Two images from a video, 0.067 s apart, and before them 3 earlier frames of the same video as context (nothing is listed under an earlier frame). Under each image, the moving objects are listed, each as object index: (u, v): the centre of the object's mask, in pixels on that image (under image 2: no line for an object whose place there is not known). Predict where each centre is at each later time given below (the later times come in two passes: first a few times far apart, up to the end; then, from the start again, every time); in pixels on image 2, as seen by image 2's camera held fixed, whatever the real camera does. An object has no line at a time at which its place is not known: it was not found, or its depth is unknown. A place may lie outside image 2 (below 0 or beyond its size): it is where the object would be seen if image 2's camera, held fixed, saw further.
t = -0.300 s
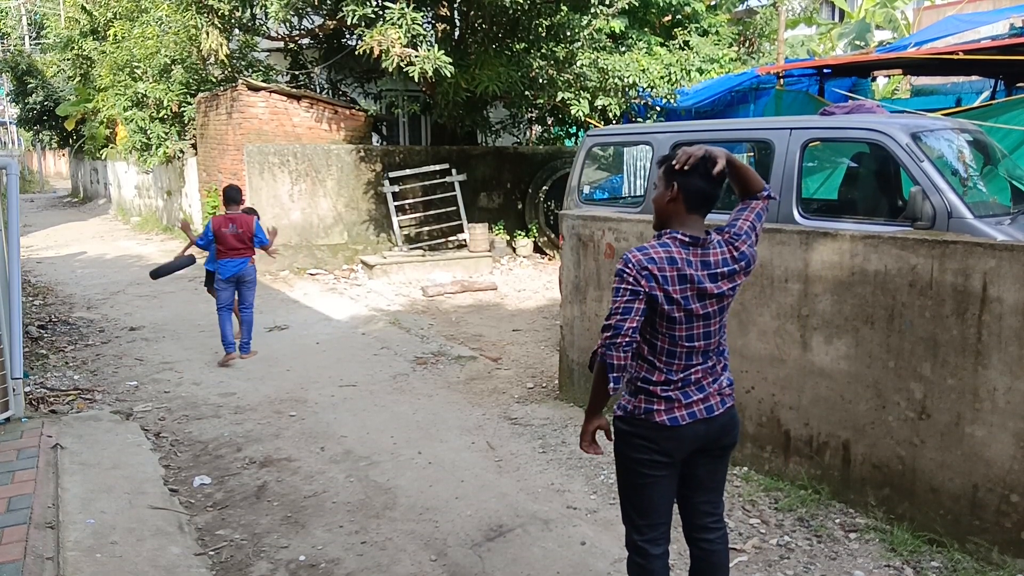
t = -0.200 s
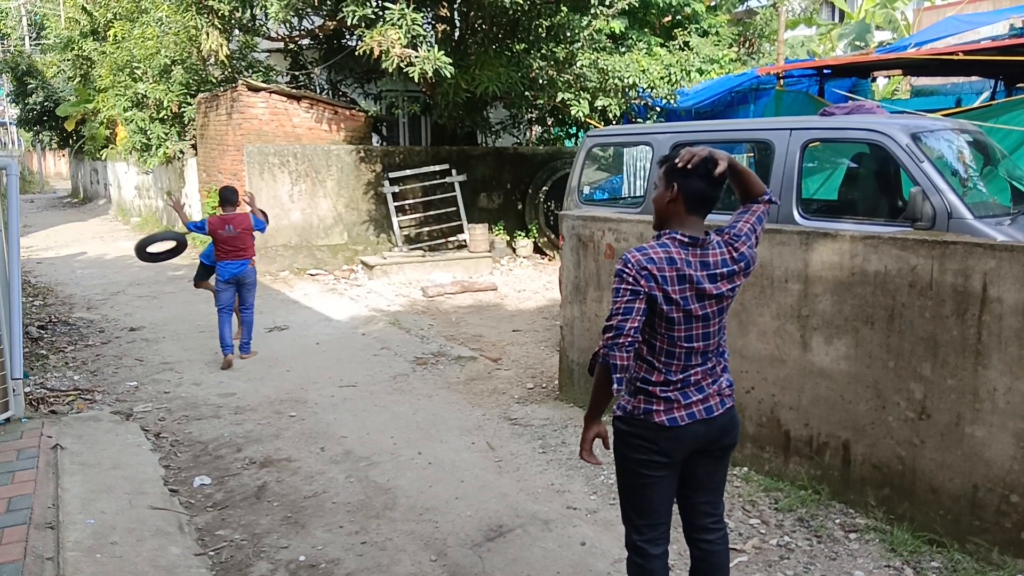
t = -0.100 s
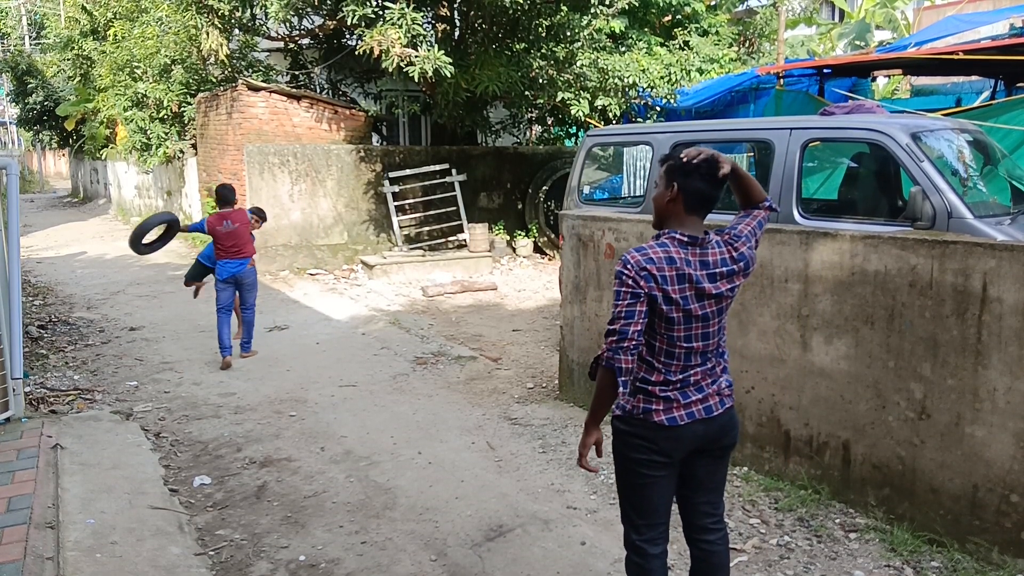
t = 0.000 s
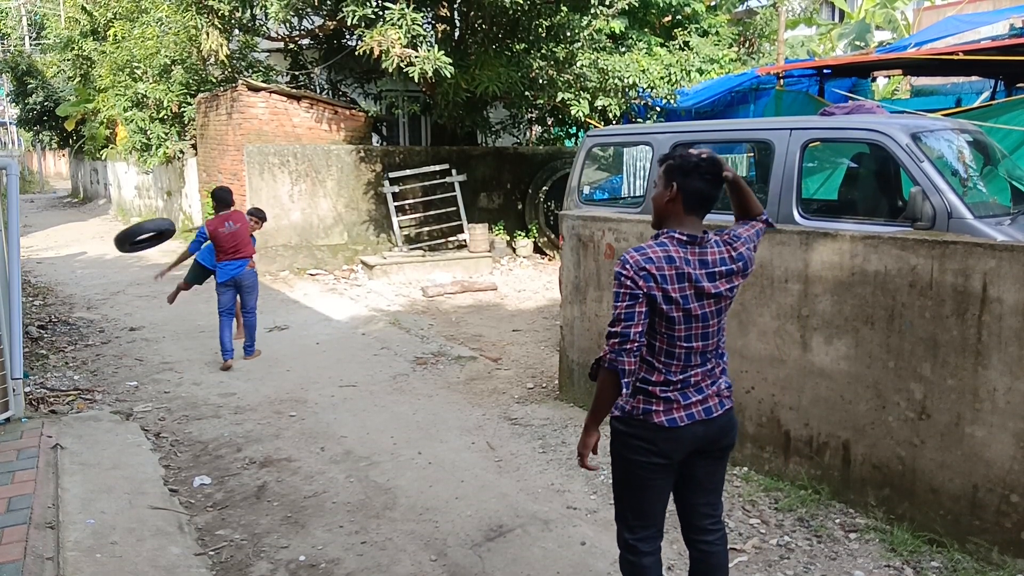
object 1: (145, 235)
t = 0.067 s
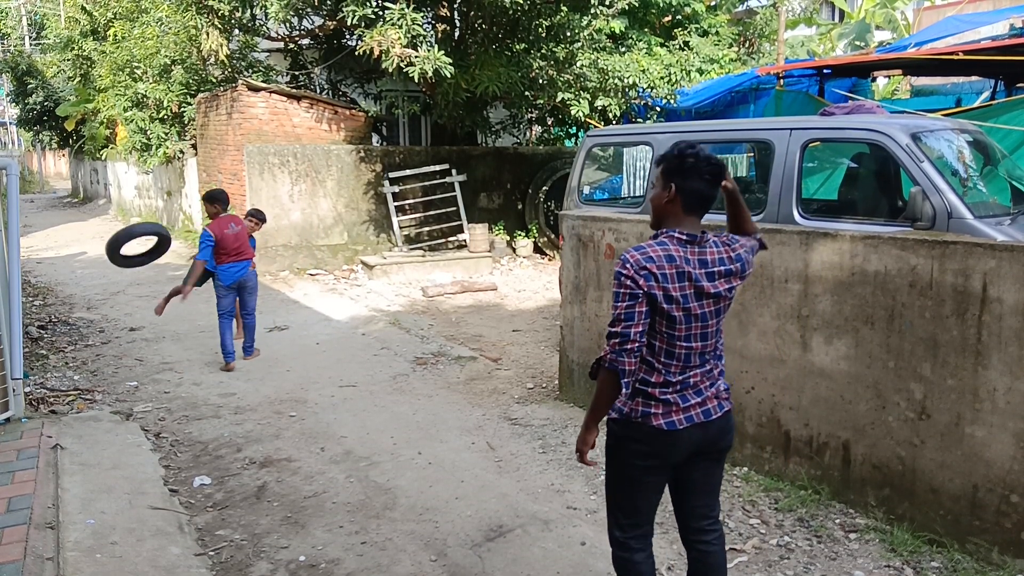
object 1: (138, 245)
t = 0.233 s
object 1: (121, 309)
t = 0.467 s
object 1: (111, 495)
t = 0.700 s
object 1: (143, 502)
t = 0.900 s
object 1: (170, 547)
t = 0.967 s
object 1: (178, 547)
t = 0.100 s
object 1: (135, 253)
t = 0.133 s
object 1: (132, 263)
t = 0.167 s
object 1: (128, 276)
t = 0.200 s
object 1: (125, 291)
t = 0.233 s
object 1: (121, 309)
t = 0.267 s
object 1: (118, 330)
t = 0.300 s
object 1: (115, 355)
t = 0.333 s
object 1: (111, 384)
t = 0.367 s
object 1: (107, 418)
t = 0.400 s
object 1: (103, 456)
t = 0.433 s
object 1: (104, 483)
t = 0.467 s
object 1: (111, 495)
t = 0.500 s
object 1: (115, 489)
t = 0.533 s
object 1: (118, 485)
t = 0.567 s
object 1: (122, 483)
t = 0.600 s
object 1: (127, 484)
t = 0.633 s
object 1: (132, 488)
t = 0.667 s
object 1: (137, 493)
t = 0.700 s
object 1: (143, 502)
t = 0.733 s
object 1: (149, 513)
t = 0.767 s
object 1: (155, 527)
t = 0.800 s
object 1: (159, 536)
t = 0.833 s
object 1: (162, 541)
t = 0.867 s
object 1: (165, 546)
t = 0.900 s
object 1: (170, 547)
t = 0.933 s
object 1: (174, 550)
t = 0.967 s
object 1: (178, 547)
